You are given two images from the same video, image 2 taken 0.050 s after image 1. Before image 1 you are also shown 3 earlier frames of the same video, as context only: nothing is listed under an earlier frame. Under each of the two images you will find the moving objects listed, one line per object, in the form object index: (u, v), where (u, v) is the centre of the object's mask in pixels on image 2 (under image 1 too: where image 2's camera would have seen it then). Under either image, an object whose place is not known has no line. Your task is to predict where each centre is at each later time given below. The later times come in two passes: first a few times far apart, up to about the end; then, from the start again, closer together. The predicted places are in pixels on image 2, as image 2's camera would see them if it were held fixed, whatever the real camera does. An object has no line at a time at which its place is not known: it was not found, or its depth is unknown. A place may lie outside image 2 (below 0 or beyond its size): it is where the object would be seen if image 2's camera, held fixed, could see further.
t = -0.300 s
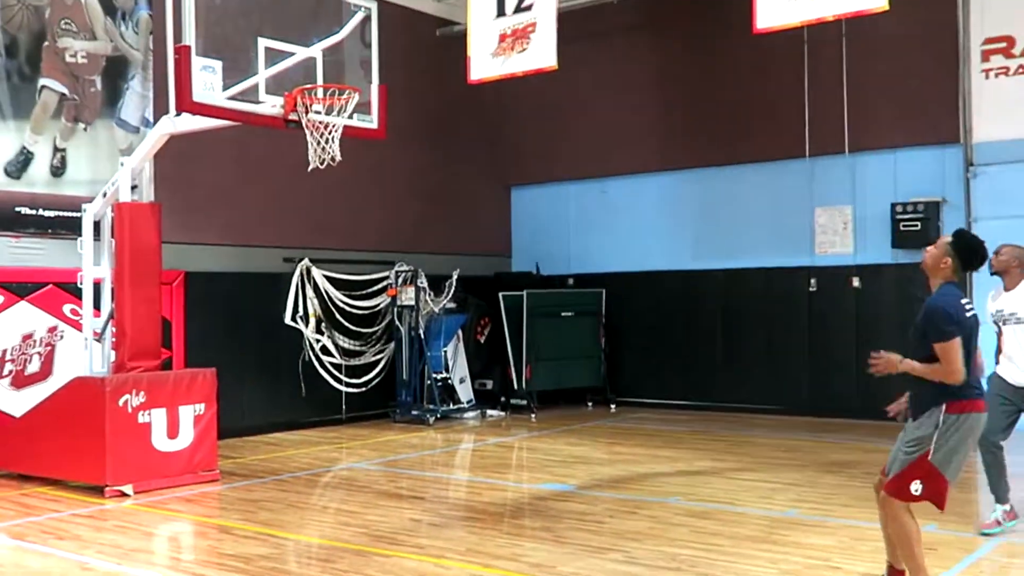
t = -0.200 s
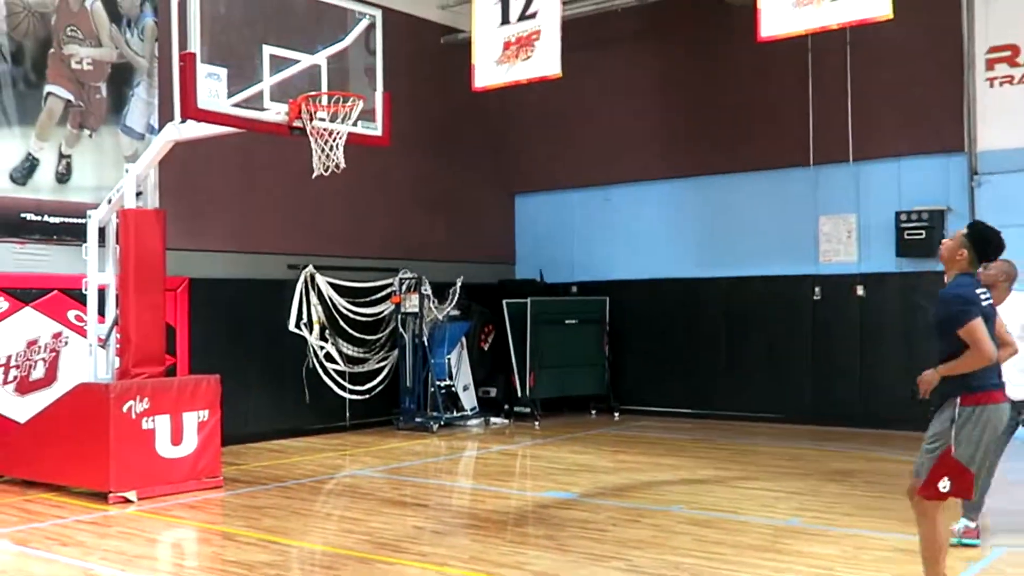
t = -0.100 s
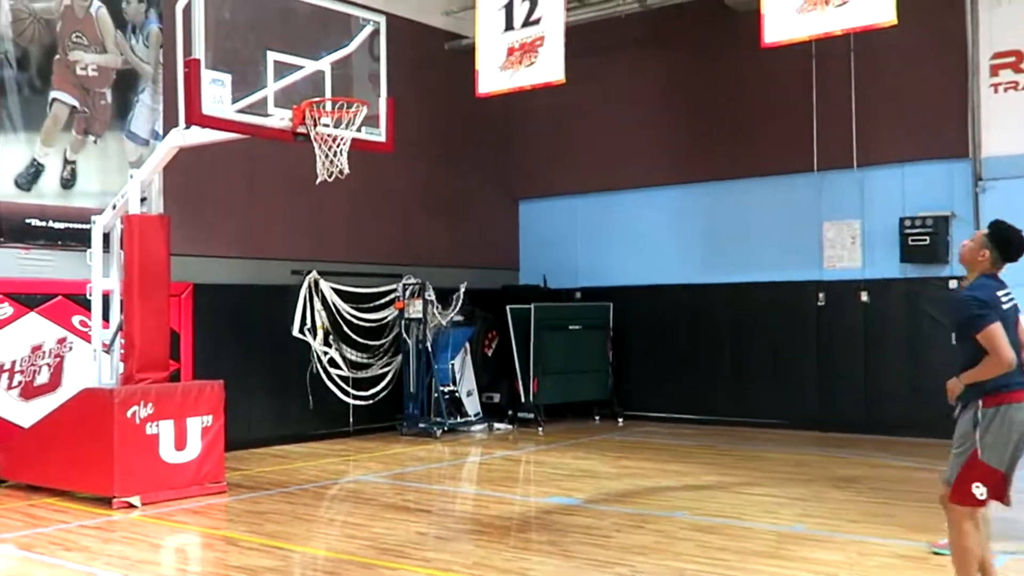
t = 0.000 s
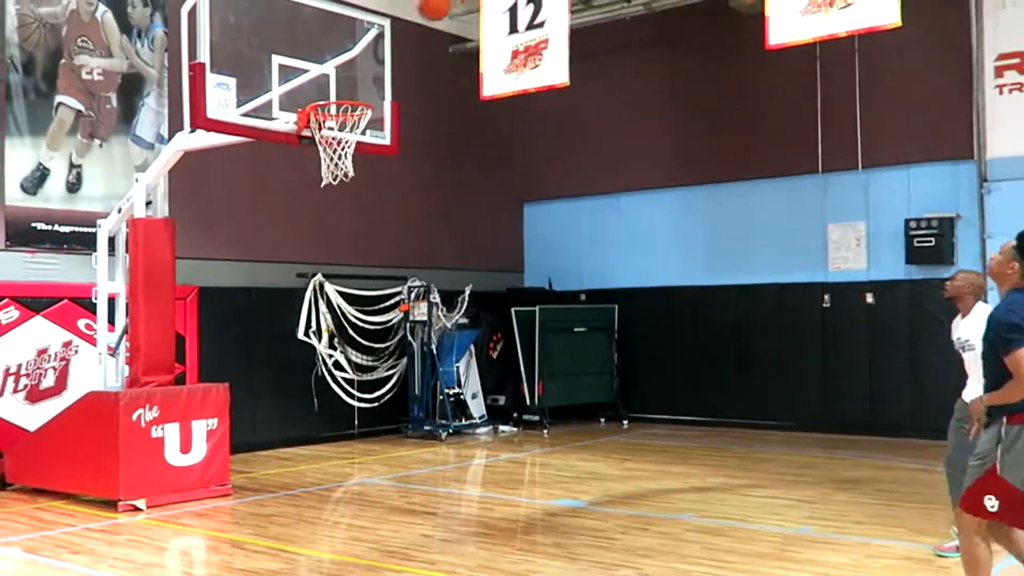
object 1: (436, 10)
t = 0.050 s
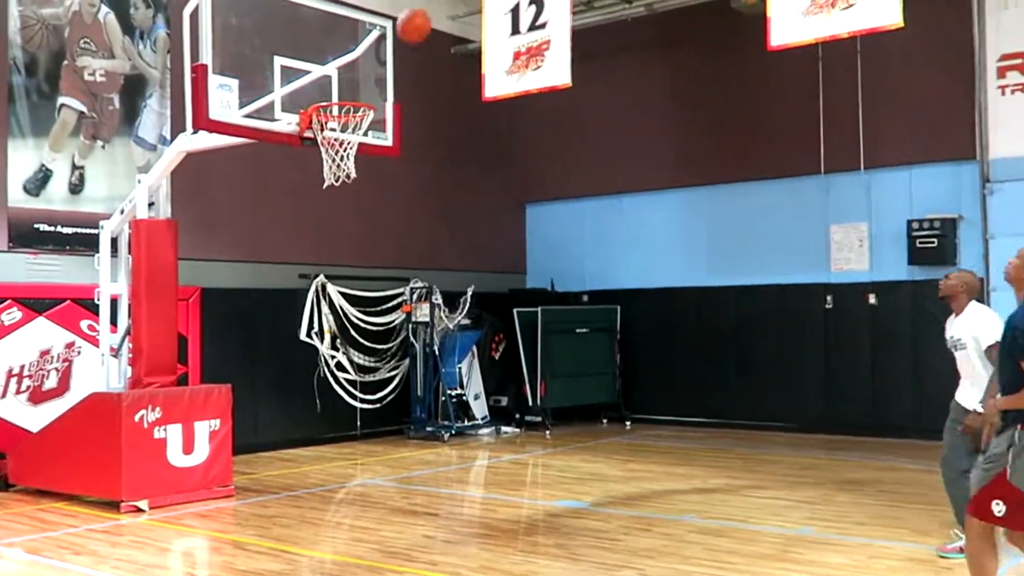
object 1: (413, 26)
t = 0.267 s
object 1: (334, 133)
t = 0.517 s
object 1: (290, 196)
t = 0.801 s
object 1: (252, 367)
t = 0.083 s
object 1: (400, 42)
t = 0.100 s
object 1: (393, 50)
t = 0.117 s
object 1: (386, 59)
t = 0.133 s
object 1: (379, 67)
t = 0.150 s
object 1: (372, 76)
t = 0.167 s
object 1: (367, 85)
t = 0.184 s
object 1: (360, 93)
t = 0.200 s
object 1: (355, 96)
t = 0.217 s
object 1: (346, 116)
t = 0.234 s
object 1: (341, 119)
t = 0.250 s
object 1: (336, 123)
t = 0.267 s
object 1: (334, 133)
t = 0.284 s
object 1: (326, 142)
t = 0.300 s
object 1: (320, 148)
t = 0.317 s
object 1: (313, 155)
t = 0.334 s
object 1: (314, 155)
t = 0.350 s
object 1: (310, 162)
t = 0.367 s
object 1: (306, 166)
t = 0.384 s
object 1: (306, 163)
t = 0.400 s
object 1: (305, 164)
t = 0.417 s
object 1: (303, 167)
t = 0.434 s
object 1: (300, 171)
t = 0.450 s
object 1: (299, 175)
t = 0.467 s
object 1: (297, 180)
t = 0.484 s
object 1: (295, 185)
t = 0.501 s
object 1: (293, 190)
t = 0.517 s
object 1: (290, 196)
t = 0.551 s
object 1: (287, 209)
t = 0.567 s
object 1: (284, 217)
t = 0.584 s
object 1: (282, 226)
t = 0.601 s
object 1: (280, 233)
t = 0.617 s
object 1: (279, 241)
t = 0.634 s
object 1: (277, 250)
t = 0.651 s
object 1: (273, 260)
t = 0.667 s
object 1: (271, 270)
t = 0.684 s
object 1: (269, 281)
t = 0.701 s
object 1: (266, 292)
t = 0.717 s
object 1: (264, 303)
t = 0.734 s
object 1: (262, 315)
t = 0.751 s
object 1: (259, 327)
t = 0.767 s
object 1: (257, 340)
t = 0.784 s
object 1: (255, 354)
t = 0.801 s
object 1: (252, 367)
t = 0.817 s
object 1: (250, 382)
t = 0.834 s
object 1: (248, 397)
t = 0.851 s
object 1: (246, 412)
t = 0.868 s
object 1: (245, 427)
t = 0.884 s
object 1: (241, 443)
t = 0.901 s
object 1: (240, 460)
